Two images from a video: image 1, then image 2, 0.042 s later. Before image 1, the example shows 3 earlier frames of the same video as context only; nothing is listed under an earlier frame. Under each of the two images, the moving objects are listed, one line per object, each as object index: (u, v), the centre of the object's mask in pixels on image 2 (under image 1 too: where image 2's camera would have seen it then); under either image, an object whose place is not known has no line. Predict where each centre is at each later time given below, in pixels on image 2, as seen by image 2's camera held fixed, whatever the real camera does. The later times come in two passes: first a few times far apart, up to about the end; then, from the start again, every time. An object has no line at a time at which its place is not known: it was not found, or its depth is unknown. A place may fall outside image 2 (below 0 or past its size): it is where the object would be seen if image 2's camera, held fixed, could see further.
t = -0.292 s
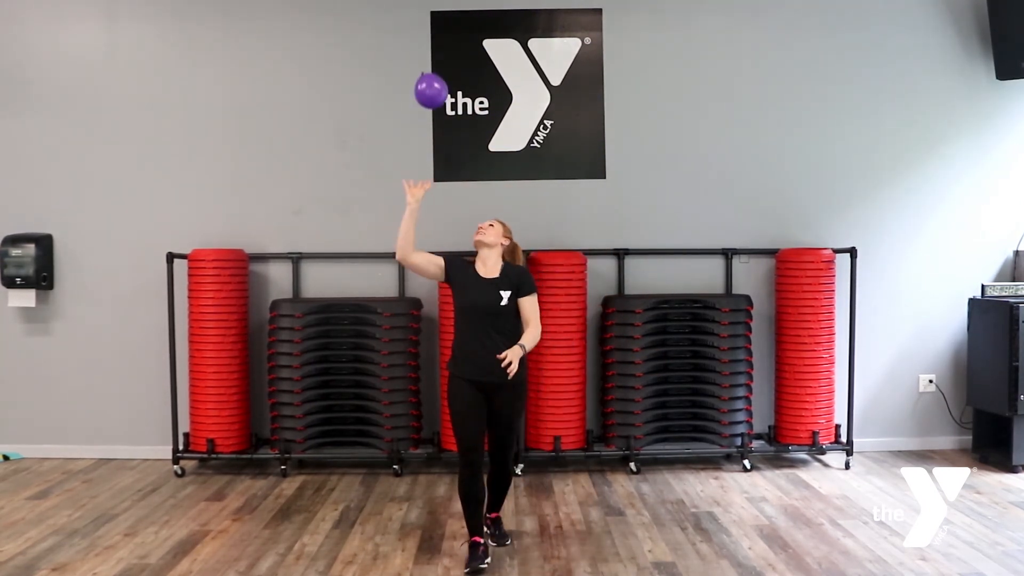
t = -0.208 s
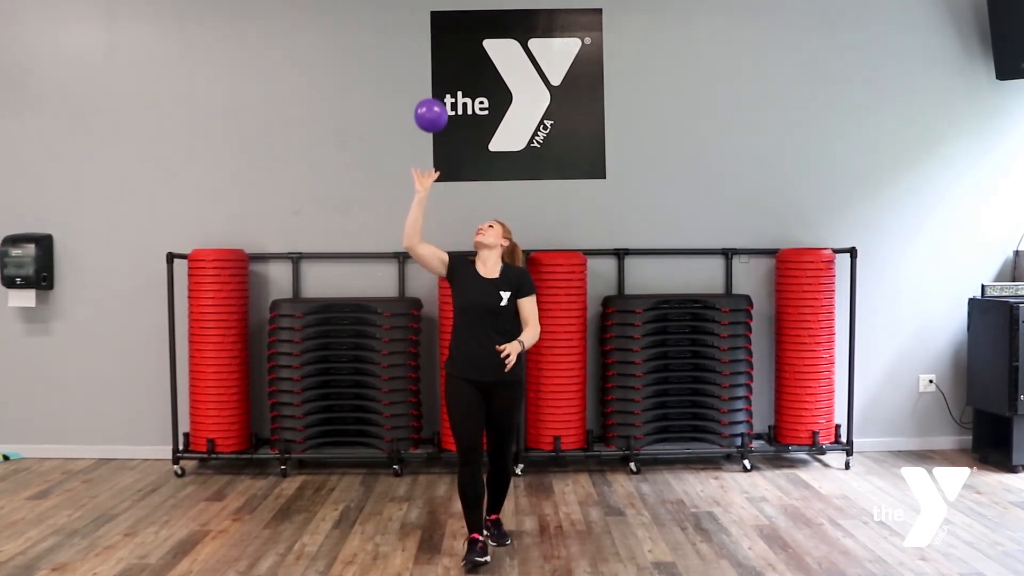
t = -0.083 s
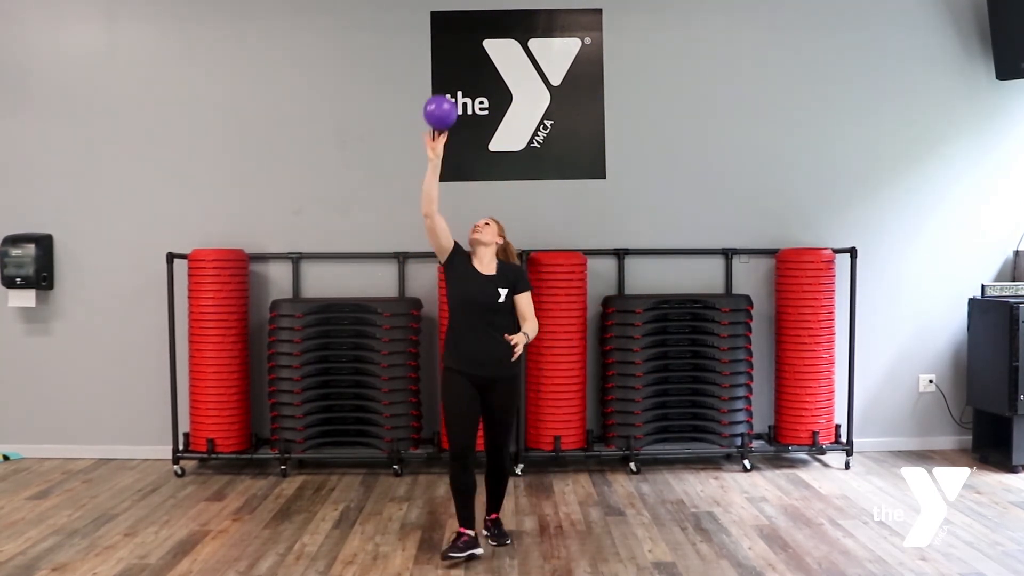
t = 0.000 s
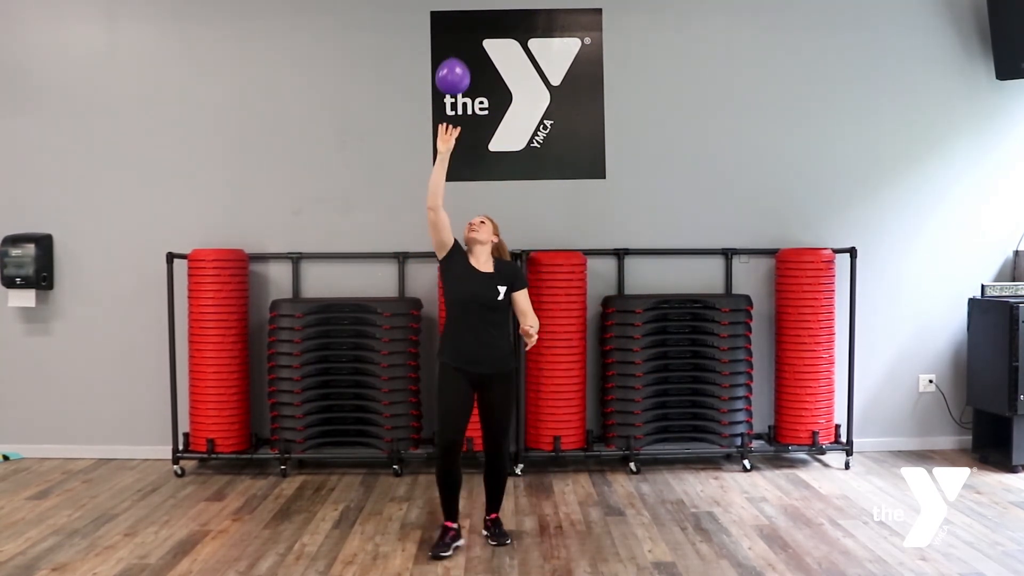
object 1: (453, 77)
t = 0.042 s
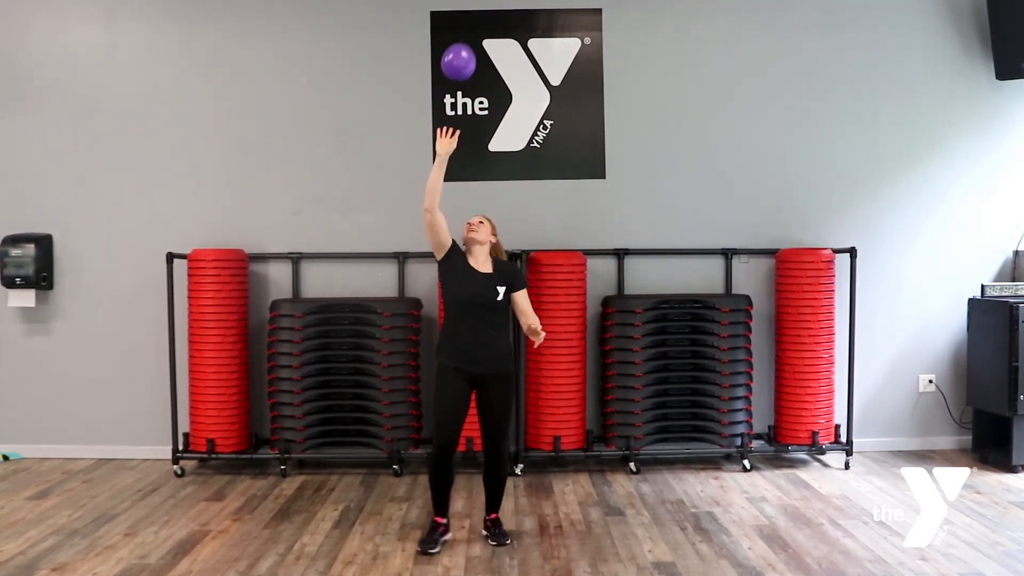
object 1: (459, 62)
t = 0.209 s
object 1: (478, 21)
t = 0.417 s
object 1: (498, 11)
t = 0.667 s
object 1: (512, 34)
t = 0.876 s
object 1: (516, 85)
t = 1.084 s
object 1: (516, 154)
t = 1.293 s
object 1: (505, 221)
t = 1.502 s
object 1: (492, 293)
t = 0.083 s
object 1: (464, 49)
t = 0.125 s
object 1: (469, 38)
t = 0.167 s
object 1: (474, 29)
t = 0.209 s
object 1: (478, 21)
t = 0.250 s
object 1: (483, 15)
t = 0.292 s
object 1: (487, 13)
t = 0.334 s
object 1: (491, 11)
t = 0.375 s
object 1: (494, 11)
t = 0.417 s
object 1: (498, 11)
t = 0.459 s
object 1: (501, 12)
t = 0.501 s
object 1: (504, 13)
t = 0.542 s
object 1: (506, 15)
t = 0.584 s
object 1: (509, 20)
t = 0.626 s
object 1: (510, 26)
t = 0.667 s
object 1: (512, 34)
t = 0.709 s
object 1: (513, 42)
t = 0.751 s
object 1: (514, 52)
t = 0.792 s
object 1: (515, 62)
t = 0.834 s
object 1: (516, 73)
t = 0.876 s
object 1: (516, 85)
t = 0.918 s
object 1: (517, 98)
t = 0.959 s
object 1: (517, 111)
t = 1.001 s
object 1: (517, 125)
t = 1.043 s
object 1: (517, 140)
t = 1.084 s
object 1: (516, 154)
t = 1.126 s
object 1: (514, 168)
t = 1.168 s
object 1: (512, 181)
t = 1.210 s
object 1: (510, 195)
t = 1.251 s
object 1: (507, 208)
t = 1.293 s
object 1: (505, 221)
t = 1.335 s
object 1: (502, 235)
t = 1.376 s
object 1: (500, 248)
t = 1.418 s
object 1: (498, 263)
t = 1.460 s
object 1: (495, 278)
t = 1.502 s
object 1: (492, 293)
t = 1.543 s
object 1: (489, 309)
